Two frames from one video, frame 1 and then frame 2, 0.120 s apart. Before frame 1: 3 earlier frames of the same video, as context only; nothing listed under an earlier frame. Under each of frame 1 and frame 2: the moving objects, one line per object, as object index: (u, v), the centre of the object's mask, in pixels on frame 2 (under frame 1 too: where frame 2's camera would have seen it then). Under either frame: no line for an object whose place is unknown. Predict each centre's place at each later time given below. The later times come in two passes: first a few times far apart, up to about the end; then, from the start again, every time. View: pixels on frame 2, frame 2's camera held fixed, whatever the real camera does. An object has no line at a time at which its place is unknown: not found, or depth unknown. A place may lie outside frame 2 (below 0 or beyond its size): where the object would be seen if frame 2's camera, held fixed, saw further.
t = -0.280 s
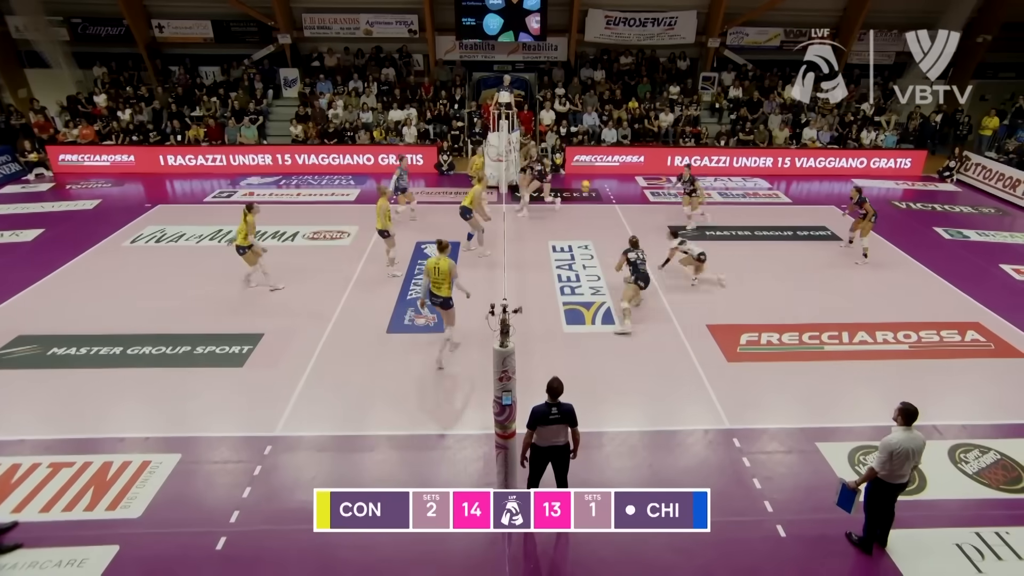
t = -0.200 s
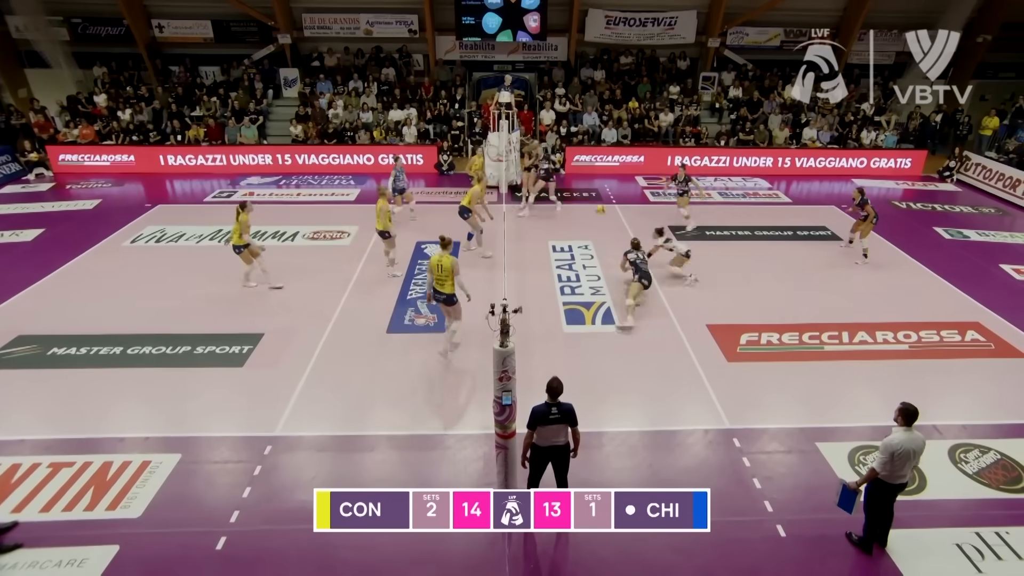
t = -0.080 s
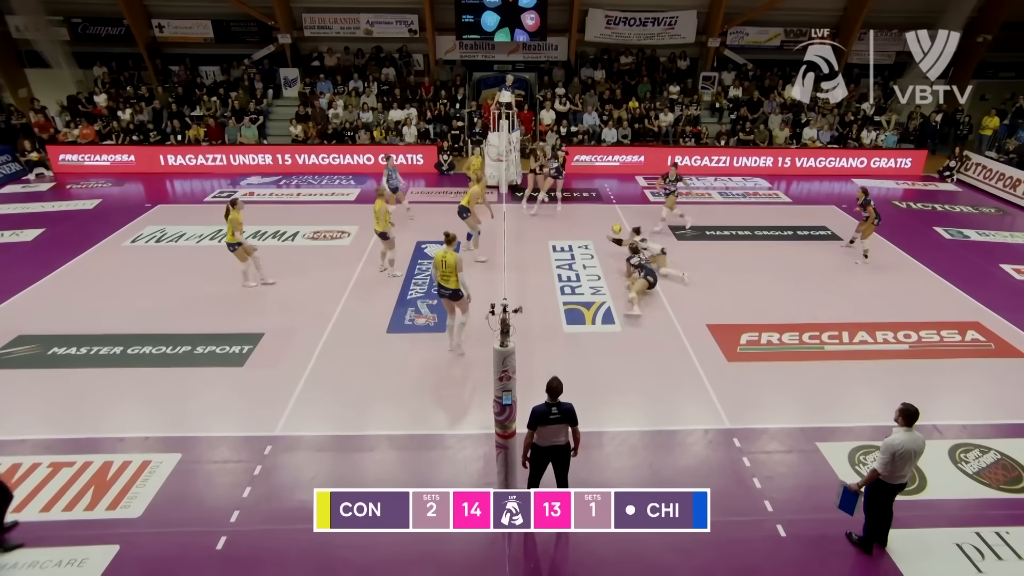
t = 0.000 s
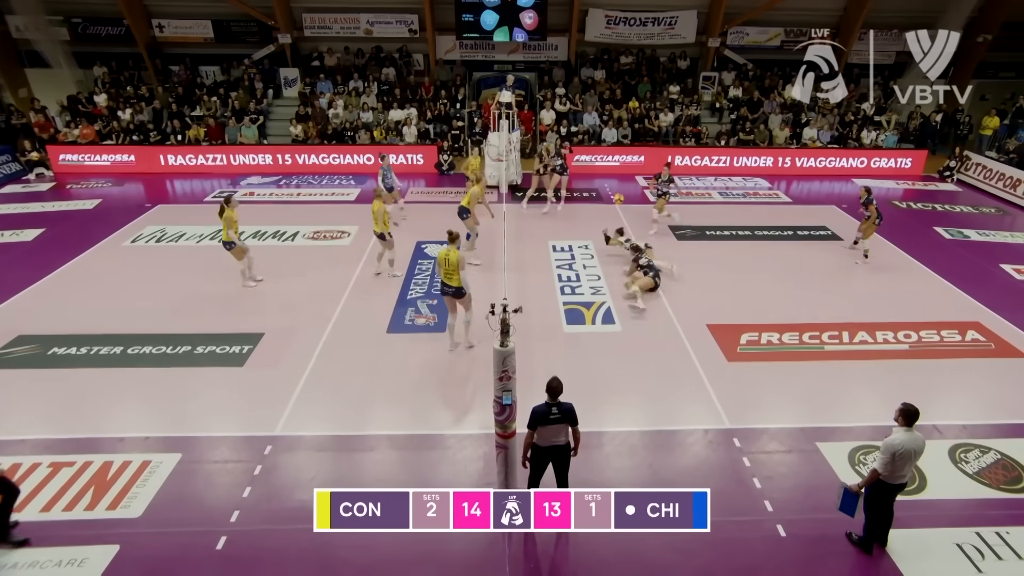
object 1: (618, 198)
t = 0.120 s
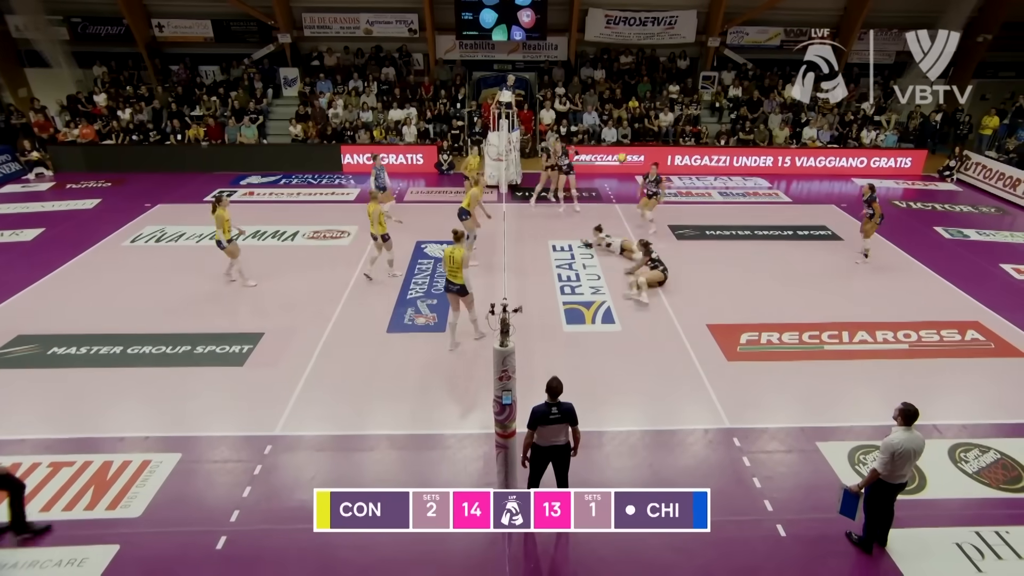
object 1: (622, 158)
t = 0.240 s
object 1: (626, 123)
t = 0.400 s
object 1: (630, 86)
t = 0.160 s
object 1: (623, 146)
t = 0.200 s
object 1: (624, 134)
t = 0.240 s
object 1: (626, 123)
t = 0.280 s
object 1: (626, 113)
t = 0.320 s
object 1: (627, 103)
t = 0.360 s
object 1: (629, 95)
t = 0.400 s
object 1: (630, 86)
